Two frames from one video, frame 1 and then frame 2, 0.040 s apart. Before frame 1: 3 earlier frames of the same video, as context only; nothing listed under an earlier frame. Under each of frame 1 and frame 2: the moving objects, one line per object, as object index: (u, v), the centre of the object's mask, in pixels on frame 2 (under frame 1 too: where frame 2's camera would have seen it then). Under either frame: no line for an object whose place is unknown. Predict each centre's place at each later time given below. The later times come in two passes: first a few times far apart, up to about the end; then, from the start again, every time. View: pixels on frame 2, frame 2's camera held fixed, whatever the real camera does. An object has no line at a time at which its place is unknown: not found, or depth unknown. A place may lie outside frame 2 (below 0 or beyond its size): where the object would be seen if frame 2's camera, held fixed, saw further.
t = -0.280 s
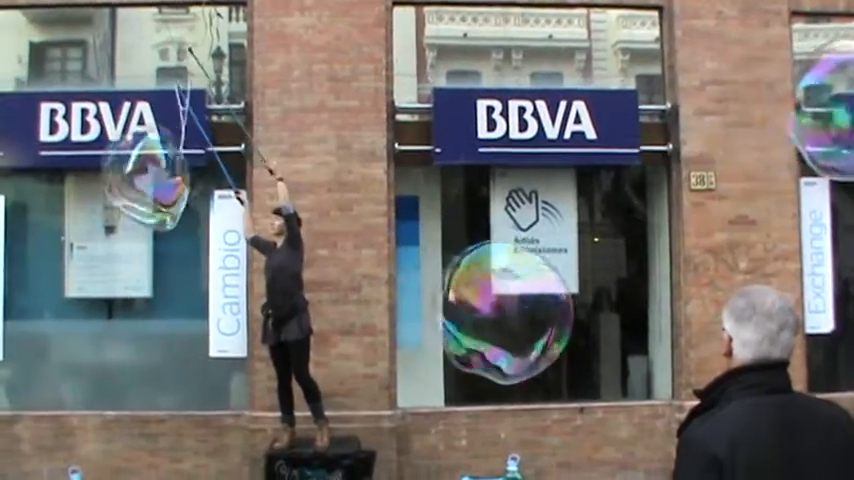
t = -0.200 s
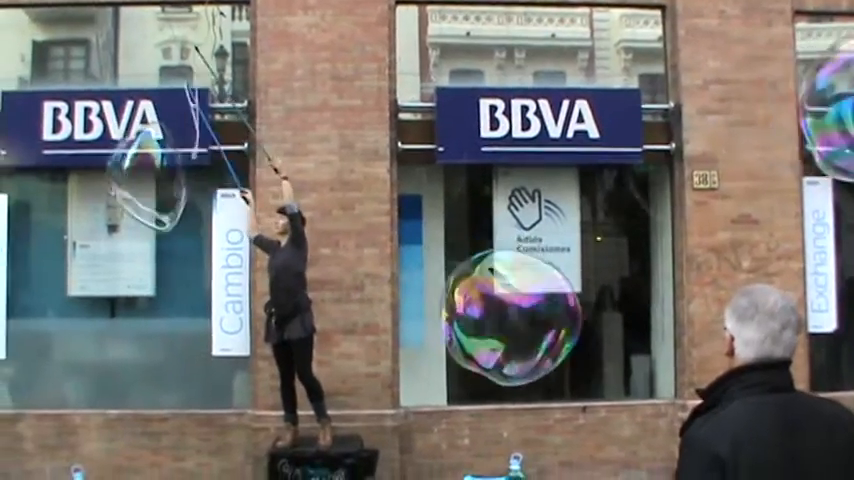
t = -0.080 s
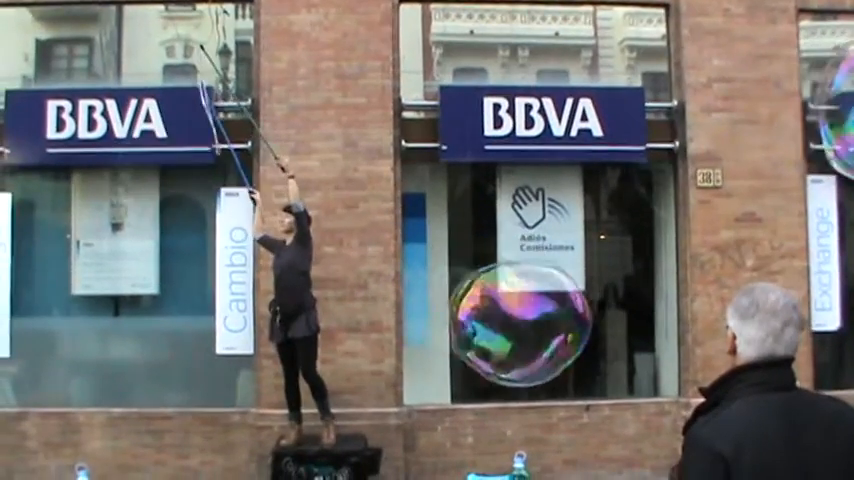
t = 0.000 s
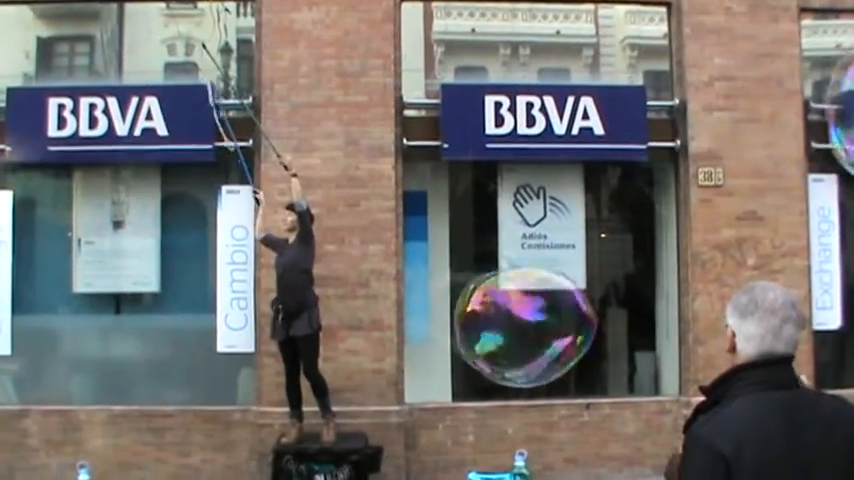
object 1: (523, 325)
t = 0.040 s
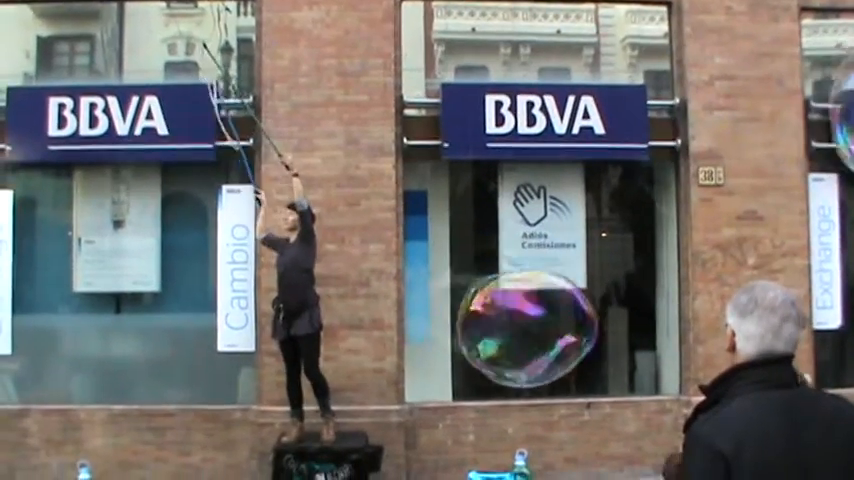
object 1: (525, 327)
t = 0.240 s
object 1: (535, 339)
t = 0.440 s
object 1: (545, 350)
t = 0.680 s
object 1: (555, 370)
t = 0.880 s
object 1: (565, 375)
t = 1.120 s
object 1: (576, 389)
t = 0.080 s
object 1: (527, 329)
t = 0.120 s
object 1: (529, 331)
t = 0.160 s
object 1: (531, 334)
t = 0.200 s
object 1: (533, 336)
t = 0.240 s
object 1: (535, 339)
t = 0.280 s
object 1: (537, 341)
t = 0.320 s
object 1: (539, 343)
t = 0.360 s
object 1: (541, 345)
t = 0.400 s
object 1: (543, 348)
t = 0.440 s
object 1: (545, 350)
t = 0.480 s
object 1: (547, 352)
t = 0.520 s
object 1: (549, 355)
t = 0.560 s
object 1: (551, 355)
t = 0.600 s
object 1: (553, 357)
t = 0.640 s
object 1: (554, 365)
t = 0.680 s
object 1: (555, 370)
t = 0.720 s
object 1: (558, 372)
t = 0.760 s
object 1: (560, 374)
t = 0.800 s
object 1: (562, 375)
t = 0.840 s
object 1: (563, 376)
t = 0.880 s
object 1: (565, 375)
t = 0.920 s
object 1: (566, 378)
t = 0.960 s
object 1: (568, 381)
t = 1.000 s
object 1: (570, 382)
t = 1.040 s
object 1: (571, 385)
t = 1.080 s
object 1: (573, 387)
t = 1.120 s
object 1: (576, 389)
